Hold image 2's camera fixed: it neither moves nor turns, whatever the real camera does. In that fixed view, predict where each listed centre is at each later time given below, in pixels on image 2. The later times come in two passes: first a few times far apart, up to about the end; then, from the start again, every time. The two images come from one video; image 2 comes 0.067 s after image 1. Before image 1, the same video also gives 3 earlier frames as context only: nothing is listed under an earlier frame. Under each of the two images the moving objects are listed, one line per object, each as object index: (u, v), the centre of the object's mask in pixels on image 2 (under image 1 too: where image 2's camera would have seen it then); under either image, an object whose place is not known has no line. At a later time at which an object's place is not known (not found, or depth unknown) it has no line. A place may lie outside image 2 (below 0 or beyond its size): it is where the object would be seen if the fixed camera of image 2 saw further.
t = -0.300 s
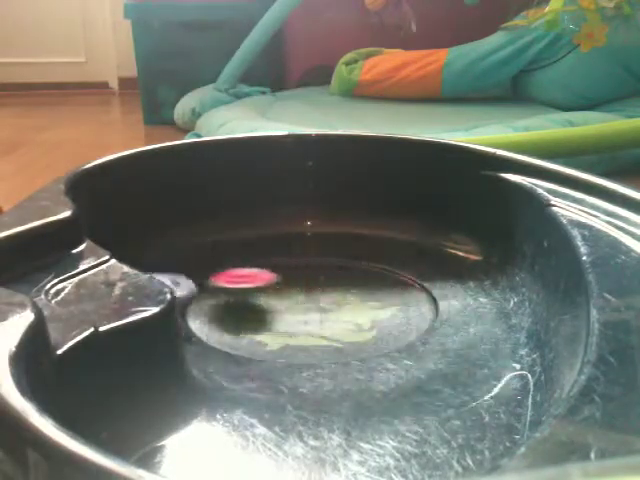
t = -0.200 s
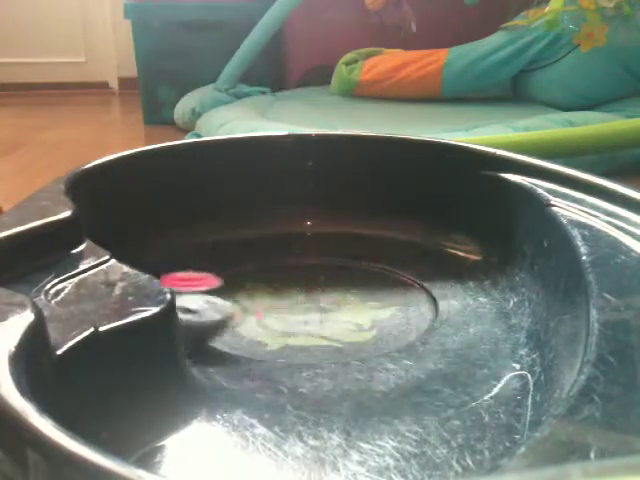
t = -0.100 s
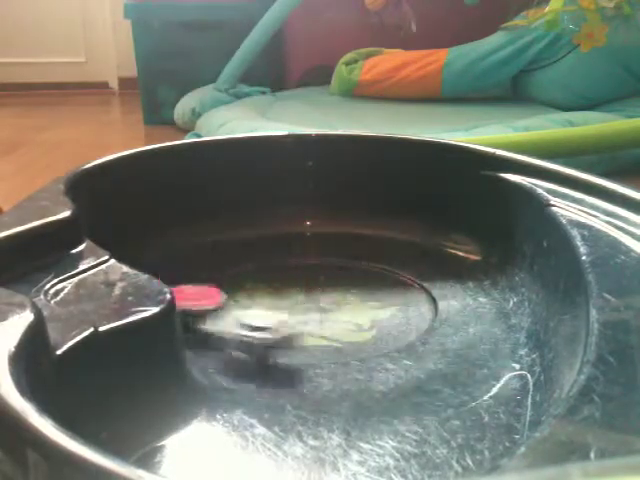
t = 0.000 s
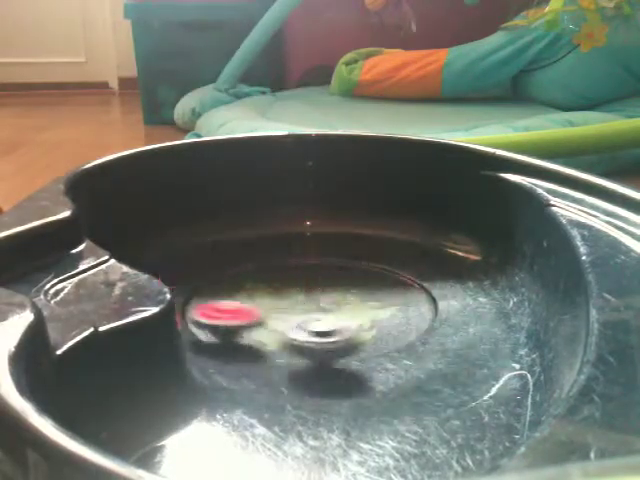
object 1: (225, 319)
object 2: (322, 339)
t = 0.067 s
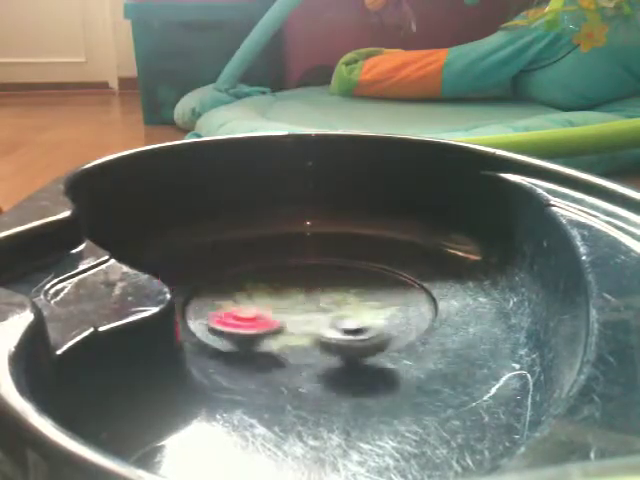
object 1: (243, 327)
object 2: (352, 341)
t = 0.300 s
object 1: (290, 326)
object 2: (412, 309)
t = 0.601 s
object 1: (229, 289)
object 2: (386, 263)
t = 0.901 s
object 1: (210, 308)
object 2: (292, 257)
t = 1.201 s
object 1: (308, 284)
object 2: (230, 276)
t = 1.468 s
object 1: (245, 251)
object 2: (254, 307)
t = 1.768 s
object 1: (232, 299)
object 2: (334, 313)
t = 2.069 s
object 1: (273, 268)
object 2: (454, 278)
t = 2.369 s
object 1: (210, 284)
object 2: (377, 249)
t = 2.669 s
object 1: (364, 283)
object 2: (258, 275)
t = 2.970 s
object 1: (311, 249)
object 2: (250, 315)
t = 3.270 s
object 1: (261, 297)
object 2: (313, 334)
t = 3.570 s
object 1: (392, 275)
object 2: (381, 331)
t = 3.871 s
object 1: (294, 247)
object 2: (382, 306)
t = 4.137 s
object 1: (254, 299)
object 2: (328, 285)
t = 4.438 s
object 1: (421, 307)
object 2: (256, 279)
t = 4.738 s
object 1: (377, 255)
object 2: (220, 290)
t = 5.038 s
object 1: (253, 273)
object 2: (234, 312)
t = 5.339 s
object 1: (264, 304)
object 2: (318, 324)
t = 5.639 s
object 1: (330, 279)
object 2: (400, 300)
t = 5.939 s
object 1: (245, 272)
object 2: (384, 267)
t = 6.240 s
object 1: (313, 309)
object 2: (319, 259)
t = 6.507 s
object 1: (379, 273)
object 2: (268, 272)
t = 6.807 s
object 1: (265, 261)
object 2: (254, 297)
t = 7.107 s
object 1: (236, 300)
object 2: (321, 323)
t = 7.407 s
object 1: (341, 293)
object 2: (402, 310)
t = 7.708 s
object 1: (287, 259)
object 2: (401, 288)
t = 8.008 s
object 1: (220, 292)
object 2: (341, 276)
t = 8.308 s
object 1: (354, 310)
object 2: (276, 284)
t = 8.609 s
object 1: (396, 261)
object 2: (247, 299)
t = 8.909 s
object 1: (285, 251)
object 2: (255, 307)
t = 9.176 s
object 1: (224, 289)
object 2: (285, 312)
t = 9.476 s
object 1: (307, 325)
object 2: (339, 299)
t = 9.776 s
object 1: (412, 294)
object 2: (344, 280)
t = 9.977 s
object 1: (386, 266)
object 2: (320, 270)
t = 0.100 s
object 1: (251, 330)
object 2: (365, 336)
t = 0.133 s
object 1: (255, 332)
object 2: (375, 333)
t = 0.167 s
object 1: (261, 334)
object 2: (384, 329)
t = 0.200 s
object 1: (268, 334)
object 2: (394, 325)
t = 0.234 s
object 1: (275, 331)
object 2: (404, 321)
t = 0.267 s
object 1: (284, 330)
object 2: (409, 315)
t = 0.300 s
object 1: (290, 326)
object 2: (412, 309)
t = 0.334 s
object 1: (292, 322)
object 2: (415, 302)
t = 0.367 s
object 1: (290, 319)
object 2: (416, 296)
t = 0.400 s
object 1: (285, 313)
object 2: (416, 291)
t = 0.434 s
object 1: (280, 307)
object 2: (414, 286)
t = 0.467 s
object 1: (270, 303)
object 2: (411, 281)
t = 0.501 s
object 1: (261, 299)
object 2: (406, 276)
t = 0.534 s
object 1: (251, 294)
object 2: (400, 271)
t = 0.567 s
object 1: (240, 291)
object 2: (393, 268)
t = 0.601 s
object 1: (229, 289)
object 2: (386, 263)
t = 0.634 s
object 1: (217, 287)
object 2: (376, 260)
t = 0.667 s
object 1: (207, 286)
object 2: (366, 259)
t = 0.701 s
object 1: (198, 286)
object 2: (356, 258)
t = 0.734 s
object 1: (191, 287)
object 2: (347, 258)
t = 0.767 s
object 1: (191, 287)
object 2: (336, 256)
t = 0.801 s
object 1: (195, 293)
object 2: (323, 255)
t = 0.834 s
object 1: (199, 299)
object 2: (312, 255)
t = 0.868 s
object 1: (205, 304)
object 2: (302, 254)
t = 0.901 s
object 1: (210, 308)
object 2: (292, 257)
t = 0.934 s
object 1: (222, 311)
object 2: (284, 256)
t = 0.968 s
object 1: (236, 312)
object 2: (272, 255)
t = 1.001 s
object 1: (251, 312)
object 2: (262, 258)
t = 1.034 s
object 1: (268, 310)
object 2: (252, 262)
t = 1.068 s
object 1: (281, 306)
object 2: (247, 263)
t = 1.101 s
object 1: (291, 301)
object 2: (241, 267)
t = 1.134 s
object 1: (300, 296)
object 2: (235, 271)
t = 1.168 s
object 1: (305, 290)
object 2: (233, 273)
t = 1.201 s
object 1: (308, 284)
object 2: (230, 276)
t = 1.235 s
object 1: (307, 278)
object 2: (229, 281)
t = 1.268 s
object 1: (304, 274)
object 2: (229, 285)
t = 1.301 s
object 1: (298, 269)
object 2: (231, 289)
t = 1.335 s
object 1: (290, 264)
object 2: (232, 293)
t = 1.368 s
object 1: (280, 260)
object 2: (236, 296)
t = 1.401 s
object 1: (270, 256)
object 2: (241, 300)
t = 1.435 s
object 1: (257, 251)
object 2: (247, 304)
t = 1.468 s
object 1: (245, 251)
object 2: (254, 307)
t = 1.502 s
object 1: (235, 257)
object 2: (262, 310)
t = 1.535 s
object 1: (224, 271)
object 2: (270, 312)
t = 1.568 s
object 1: (214, 275)
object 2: (279, 313)
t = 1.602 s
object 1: (206, 274)
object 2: (288, 315)
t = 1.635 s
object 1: (200, 277)
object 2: (298, 316)
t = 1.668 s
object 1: (199, 282)
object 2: (308, 316)
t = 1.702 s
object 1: (203, 288)
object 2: (317, 315)
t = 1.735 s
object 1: (214, 295)
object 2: (326, 314)
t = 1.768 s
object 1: (232, 299)
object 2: (334, 313)
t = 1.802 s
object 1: (251, 303)
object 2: (342, 312)
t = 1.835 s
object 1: (274, 304)
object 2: (350, 310)
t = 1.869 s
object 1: (280, 301)
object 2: (378, 308)
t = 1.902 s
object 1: (280, 296)
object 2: (407, 308)
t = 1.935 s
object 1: (282, 290)
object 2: (427, 300)
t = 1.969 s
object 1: (284, 284)
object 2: (440, 294)
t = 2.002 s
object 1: (284, 278)
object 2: (449, 290)
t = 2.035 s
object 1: (280, 273)
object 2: (454, 284)
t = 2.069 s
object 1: (273, 268)
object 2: (454, 278)
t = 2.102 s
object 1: (267, 266)
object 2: (453, 271)
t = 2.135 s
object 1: (255, 263)
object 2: (449, 266)
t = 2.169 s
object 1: (245, 261)
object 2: (442, 261)
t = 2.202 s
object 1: (234, 260)
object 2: (433, 256)
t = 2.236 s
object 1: (221, 261)
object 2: (422, 252)
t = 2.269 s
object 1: (213, 266)
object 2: (412, 250)
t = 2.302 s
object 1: (207, 272)
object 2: (401, 248)
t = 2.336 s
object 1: (206, 278)
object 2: (392, 246)
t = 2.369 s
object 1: (210, 284)
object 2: (377, 249)
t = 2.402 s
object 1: (220, 290)
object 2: (358, 250)
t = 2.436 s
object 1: (235, 296)
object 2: (341, 249)
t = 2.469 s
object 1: (254, 299)
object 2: (325, 253)
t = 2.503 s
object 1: (275, 301)
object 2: (308, 252)
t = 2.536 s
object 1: (297, 301)
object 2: (293, 255)
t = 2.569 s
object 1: (316, 299)
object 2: (283, 260)
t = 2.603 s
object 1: (334, 295)
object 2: (274, 265)
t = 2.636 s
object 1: (351, 290)
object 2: (266, 269)
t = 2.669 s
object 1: (364, 283)
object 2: (258, 275)
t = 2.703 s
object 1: (372, 277)
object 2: (256, 277)
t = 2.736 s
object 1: (377, 270)
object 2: (252, 282)
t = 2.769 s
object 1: (378, 264)
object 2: (248, 288)
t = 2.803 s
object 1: (377, 257)
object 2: (246, 293)
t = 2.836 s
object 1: (372, 250)
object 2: (244, 297)
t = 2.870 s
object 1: (362, 246)
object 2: (244, 302)
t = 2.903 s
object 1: (347, 245)
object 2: (245, 307)
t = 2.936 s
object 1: (330, 245)
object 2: (247, 311)
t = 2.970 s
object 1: (311, 249)
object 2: (250, 315)
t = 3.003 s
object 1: (289, 253)
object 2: (253, 319)
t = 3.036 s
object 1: (273, 252)
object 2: (258, 322)
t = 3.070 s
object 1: (259, 257)
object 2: (264, 326)
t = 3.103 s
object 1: (247, 265)
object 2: (271, 329)
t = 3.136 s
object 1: (241, 271)
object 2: (278, 331)
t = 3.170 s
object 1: (240, 278)
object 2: (285, 333)
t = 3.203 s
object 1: (243, 284)
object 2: (294, 335)
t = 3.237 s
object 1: (250, 291)
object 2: (303, 335)
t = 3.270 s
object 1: (261, 297)
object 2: (313, 334)
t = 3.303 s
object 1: (274, 302)
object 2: (322, 334)
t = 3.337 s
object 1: (292, 305)
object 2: (332, 334)
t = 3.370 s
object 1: (310, 304)
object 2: (341, 334)
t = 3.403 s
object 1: (328, 301)
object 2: (353, 334)
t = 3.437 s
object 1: (349, 297)
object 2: (367, 334)
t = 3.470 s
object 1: (365, 293)
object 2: (374, 335)
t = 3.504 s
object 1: (378, 287)
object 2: (377, 333)
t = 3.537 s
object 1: (386, 282)
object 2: (379, 333)
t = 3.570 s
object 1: (392, 275)
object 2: (381, 331)
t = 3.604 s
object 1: (393, 267)
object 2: (383, 330)
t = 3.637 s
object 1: (393, 264)
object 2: (385, 329)
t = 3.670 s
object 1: (386, 261)
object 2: (387, 327)
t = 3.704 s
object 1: (373, 248)
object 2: (389, 324)
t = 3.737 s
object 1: (359, 246)
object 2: (390, 322)
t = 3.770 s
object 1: (342, 245)
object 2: (389, 318)
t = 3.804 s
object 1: (325, 244)
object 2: (387, 312)
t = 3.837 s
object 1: (309, 244)
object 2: (385, 309)
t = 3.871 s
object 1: (294, 247)
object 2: (382, 306)
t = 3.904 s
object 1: (278, 250)
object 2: (377, 302)
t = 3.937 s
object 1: (266, 255)
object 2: (372, 300)
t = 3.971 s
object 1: (254, 261)
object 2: (366, 297)
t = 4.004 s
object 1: (246, 268)
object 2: (359, 294)
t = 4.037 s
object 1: (243, 278)
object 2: (353, 292)
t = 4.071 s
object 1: (243, 285)
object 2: (345, 290)
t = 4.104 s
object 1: (246, 292)
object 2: (337, 288)
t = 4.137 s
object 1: (254, 299)
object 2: (328, 285)
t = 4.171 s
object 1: (267, 306)
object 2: (319, 284)
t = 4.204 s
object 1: (282, 311)
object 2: (311, 280)
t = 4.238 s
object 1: (300, 316)
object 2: (301, 278)
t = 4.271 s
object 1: (317, 319)
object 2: (293, 280)
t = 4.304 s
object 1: (339, 321)
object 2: (286, 279)
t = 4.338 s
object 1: (365, 321)
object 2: (278, 279)
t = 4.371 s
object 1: (390, 319)
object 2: (270, 279)
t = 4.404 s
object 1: (408, 315)
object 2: (263, 279)
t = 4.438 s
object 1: (421, 307)
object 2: (256, 279)
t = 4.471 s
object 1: (425, 301)
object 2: (250, 280)
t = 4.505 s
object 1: (425, 293)
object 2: (244, 280)
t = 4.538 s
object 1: (426, 286)
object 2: (238, 282)
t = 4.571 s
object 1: (426, 279)
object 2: (233, 283)
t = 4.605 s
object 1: (423, 273)
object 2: (229, 284)
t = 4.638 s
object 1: (415, 268)
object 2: (226, 285)
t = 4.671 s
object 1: (405, 261)
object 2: (224, 287)
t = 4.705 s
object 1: (392, 257)
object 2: (222, 287)
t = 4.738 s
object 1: (377, 255)
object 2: (220, 290)
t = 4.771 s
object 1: (360, 253)
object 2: (220, 291)
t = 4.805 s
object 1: (343, 253)
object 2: (220, 292)
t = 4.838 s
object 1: (325, 254)
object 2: (221, 294)
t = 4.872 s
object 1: (308, 257)
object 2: (223, 296)
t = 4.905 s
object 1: (292, 260)
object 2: (226, 297)
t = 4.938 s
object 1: (276, 265)
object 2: (230, 298)
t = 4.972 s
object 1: (265, 269)
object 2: (235, 300)
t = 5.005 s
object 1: (256, 271)
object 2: (237, 303)
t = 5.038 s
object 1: (253, 273)
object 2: (234, 312)
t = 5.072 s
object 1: (250, 274)
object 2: (236, 316)
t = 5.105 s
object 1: (248, 276)
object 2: (242, 321)
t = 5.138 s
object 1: (245, 278)
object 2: (250, 323)
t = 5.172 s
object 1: (244, 281)
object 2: (260, 325)
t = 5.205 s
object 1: (242, 286)
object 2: (271, 326)
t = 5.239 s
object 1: (243, 291)
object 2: (281, 326)
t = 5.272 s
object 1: (247, 297)
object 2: (292, 327)
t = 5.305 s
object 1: (255, 301)
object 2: (303, 325)
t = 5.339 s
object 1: (264, 304)
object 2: (318, 324)
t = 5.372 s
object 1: (273, 305)
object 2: (333, 325)
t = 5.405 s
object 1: (285, 304)
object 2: (347, 324)
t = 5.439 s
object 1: (298, 303)
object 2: (359, 323)
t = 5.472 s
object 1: (308, 301)
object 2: (370, 319)
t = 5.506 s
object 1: (318, 297)
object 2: (379, 315)
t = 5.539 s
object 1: (325, 294)
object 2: (387, 311)
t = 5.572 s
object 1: (330, 289)
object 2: (392, 308)
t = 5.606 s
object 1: (331, 284)
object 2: (397, 305)
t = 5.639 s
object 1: (330, 279)
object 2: (400, 300)
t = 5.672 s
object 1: (326, 276)
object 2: (402, 297)
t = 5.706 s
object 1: (320, 274)
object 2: (404, 293)
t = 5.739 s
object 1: (312, 268)
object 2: (404, 288)
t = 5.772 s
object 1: (300, 266)
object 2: (403, 284)
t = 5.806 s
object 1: (289, 265)
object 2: (400, 282)
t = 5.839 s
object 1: (277, 265)
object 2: (397, 278)
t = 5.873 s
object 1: (265, 267)
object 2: (393, 275)
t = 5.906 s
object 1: (254, 270)
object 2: (389, 271)
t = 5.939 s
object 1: (245, 272)
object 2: (384, 267)
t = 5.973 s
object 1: (238, 278)
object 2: (376, 266)
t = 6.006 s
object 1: (236, 282)
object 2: (370, 264)
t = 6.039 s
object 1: (236, 288)
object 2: (364, 262)
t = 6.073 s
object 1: (240, 294)
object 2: (356, 262)
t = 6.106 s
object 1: (250, 300)
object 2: (348, 261)
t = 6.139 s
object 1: (263, 304)
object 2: (340, 260)
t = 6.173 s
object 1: (279, 307)
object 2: (334, 260)
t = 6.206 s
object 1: (297, 309)
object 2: (326, 259)
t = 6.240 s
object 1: (313, 309)
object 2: (319, 259)
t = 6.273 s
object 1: (331, 308)
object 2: (310, 260)
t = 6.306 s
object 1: (346, 305)
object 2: (303, 262)
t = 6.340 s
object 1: (359, 301)
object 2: (298, 263)
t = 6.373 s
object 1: (370, 296)
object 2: (291, 266)
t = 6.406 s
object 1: (378, 289)
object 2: (286, 267)
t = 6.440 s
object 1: (381, 283)
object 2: (280, 268)
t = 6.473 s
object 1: (381, 276)
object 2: (273, 269)
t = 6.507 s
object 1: (379, 273)
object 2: (268, 272)
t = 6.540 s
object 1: (370, 266)
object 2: (264, 274)
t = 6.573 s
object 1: (361, 261)
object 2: (261, 277)
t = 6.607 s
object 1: (350, 258)
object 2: (258, 281)
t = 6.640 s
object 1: (335, 257)
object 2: (256, 283)
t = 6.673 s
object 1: (320, 257)
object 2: (254, 286)
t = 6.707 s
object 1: (305, 254)
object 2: (252, 289)
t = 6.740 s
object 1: (291, 257)
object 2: (251, 292)
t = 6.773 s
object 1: (277, 258)
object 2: (252, 296)
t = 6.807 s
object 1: (265, 261)
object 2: (254, 297)
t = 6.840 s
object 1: (253, 264)
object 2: (258, 301)
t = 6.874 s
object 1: (243, 270)
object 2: (261, 303)
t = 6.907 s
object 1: (236, 276)
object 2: (265, 306)
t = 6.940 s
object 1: (234, 280)
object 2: (270, 308)
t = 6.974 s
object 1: (230, 284)
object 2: (280, 312)
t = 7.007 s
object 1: (227, 287)
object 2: (288, 317)
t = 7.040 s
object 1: (226, 291)
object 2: (302, 321)
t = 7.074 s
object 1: (230, 295)
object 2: (311, 322)
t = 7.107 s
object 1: (236, 300)
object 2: (321, 323)
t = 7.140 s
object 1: (246, 304)
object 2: (331, 323)
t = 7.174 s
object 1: (260, 307)
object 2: (341, 323)
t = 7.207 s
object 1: (276, 309)
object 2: (350, 322)
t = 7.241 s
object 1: (291, 310)
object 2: (360, 320)
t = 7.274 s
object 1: (302, 309)
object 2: (371, 319)
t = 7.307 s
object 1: (313, 306)
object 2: (381, 318)
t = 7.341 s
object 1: (324, 303)
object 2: (389, 317)
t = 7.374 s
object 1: (334, 299)
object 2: (397, 313)
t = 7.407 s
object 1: (341, 293)
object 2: (402, 310)
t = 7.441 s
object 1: (345, 288)
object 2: (406, 308)
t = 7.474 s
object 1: (346, 282)
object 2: (410, 305)
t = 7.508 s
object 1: (343, 276)
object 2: (411, 303)
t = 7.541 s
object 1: (338, 271)
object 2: (412, 300)
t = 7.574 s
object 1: (333, 268)
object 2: (412, 298)
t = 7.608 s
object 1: (323, 263)
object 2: (410, 295)
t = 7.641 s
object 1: (311, 261)
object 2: (408, 293)
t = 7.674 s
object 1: (300, 259)
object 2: (405, 290)
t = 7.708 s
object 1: (287, 259)
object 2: (401, 288)
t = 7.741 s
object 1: (274, 259)
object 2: (397, 286)
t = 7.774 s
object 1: (259, 261)
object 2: (391, 283)
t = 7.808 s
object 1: (249, 262)
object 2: (386, 282)
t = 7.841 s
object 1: (237, 264)
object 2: (380, 280)
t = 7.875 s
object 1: (229, 269)
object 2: (373, 279)
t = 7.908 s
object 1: (221, 274)
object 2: (365, 278)
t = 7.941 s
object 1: (217, 279)
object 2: (357, 277)
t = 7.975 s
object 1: (217, 285)
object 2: (349, 276)
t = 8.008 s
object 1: (220, 292)
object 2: (341, 276)
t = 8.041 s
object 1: (227, 298)
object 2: (333, 276)
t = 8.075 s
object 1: (236, 302)
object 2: (325, 276)
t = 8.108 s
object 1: (250, 307)
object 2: (317, 277)
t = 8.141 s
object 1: (267, 310)
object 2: (309, 278)
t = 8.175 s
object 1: (284, 313)
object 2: (301, 277)
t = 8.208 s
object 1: (301, 314)
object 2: (295, 276)
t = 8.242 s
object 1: (315, 315)
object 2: (288, 279)
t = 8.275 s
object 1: (334, 313)
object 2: (282, 282)
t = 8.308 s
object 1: (354, 310)
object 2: (276, 284)
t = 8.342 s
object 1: (367, 307)
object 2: (271, 285)
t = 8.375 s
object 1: (381, 302)
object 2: (266, 287)
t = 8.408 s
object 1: (391, 297)
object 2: (261, 288)
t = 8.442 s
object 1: (398, 292)
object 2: (257, 290)
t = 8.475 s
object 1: (403, 285)
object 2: (254, 292)
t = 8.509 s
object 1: (405, 280)
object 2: (251, 293)
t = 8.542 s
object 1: (404, 273)
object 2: (249, 296)
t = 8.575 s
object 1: (402, 268)
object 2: (248, 297)
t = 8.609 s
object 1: (396, 261)
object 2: (247, 299)
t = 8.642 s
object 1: (389, 257)
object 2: (247, 300)
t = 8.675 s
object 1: (378, 252)
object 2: (247, 301)
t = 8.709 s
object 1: (368, 249)
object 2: (247, 302)
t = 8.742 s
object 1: (355, 247)
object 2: (248, 302)
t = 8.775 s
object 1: (342, 246)
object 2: (249, 303)
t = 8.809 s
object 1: (327, 245)
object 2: (250, 305)
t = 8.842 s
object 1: (314, 246)
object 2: (252, 306)
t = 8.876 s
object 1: (299, 247)
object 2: (253, 306)
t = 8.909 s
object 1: (285, 251)
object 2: (255, 307)
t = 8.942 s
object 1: (272, 256)
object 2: (257, 307)
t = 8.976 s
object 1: (261, 258)
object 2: (259, 308)
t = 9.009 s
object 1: (250, 263)
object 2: (262, 308)
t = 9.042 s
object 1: (241, 270)
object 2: (265, 308)
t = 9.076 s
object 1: (235, 276)
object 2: (267, 308)
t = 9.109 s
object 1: (231, 281)
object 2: (268, 309)
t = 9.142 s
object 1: (228, 285)
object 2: (276, 310)
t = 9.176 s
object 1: (224, 289)
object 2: (285, 312)
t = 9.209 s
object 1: (222, 294)
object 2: (293, 312)
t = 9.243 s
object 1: (223, 299)
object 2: (299, 312)
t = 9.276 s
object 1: (227, 305)
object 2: (305, 312)
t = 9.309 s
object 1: (233, 310)
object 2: (312, 311)
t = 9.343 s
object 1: (243, 314)
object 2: (318, 309)
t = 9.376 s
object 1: (256, 318)
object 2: (324, 308)
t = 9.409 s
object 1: (271, 322)
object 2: (329, 306)
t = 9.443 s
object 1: (290, 326)
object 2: (335, 304)
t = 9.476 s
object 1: (307, 325)
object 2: (339, 299)
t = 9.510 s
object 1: (324, 324)
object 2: (341, 296)
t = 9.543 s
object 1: (343, 327)
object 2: (343, 293)
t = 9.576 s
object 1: (354, 323)
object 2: (343, 291)
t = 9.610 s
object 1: (372, 318)
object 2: (344, 289)
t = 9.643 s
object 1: (384, 315)
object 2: (345, 288)
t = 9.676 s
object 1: (396, 310)
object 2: (346, 288)
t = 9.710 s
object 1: (404, 305)
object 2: (346, 285)
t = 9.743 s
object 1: (410, 300)
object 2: (346, 282)
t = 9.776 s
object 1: (412, 294)
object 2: (344, 280)
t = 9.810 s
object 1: (411, 289)
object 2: (343, 279)
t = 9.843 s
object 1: (408, 283)
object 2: (340, 277)
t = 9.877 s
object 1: (403, 279)
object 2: (338, 275)
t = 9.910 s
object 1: (397, 275)
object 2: (333, 274)
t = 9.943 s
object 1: (390, 270)
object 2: (328, 271)
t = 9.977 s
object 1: (386, 266)
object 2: (320, 270)
